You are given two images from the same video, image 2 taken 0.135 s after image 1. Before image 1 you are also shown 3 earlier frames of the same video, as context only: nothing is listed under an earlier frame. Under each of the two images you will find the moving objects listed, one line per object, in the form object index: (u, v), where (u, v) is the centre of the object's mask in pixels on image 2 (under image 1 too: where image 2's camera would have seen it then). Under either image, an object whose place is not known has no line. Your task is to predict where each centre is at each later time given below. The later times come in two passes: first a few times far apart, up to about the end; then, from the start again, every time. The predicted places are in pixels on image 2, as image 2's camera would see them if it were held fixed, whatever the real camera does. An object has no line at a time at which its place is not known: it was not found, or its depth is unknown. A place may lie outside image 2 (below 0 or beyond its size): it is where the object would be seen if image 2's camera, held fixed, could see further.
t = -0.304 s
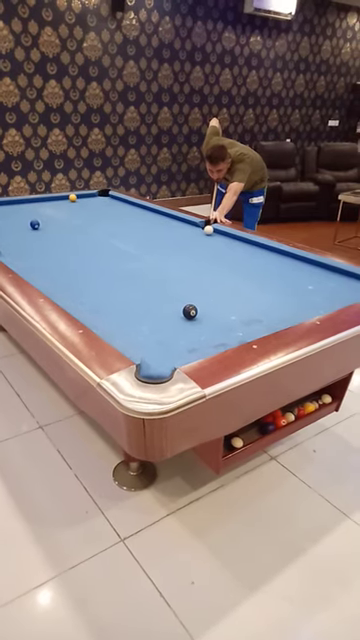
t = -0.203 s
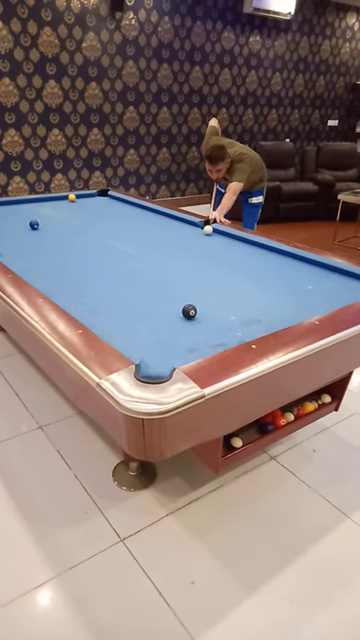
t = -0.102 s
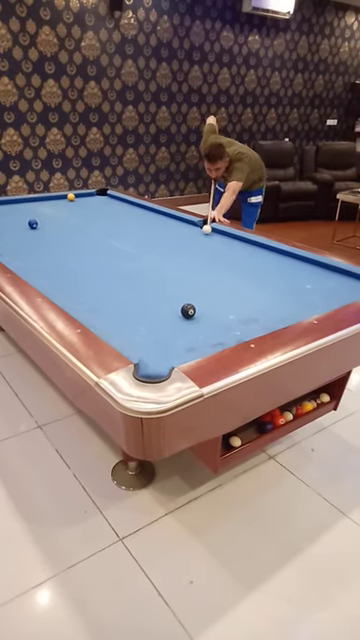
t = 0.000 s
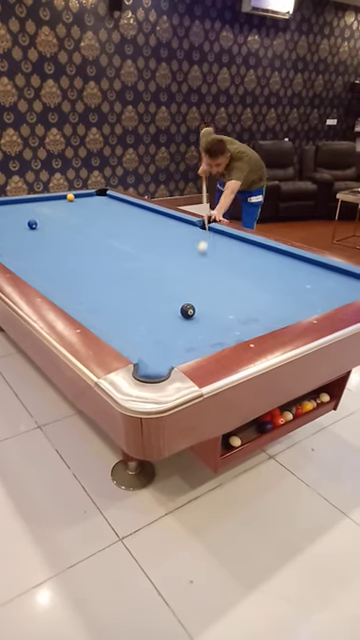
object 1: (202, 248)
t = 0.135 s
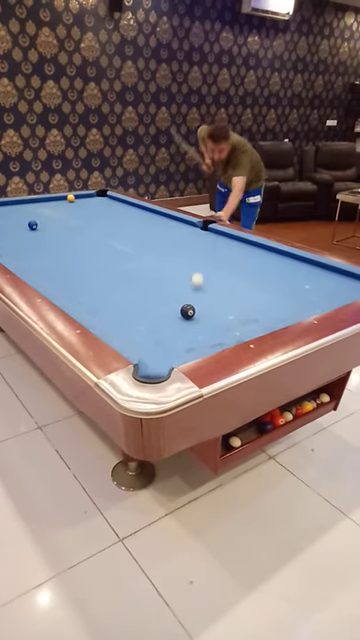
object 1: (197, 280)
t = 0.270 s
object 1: (204, 309)
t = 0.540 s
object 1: (225, 323)
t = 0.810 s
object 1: (185, 300)
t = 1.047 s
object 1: (156, 284)
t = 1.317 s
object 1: (130, 269)
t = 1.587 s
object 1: (109, 257)
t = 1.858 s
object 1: (91, 246)
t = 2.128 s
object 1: (75, 237)
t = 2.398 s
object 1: (62, 229)
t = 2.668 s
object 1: (51, 222)
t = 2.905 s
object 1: (42, 217)
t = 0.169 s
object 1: (195, 289)
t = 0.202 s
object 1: (194, 299)
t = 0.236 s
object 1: (197, 306)
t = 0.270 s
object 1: (204, 309)
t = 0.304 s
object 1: (211, 312)
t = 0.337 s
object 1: (217, 315)
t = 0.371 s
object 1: (223, 318)
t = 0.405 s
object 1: (229, 323)
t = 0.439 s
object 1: (235, 327)
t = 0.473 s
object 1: (238, 329)
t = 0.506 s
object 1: (231, 327)
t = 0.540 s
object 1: (225, 323)
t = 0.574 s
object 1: (220, 320)
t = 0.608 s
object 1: (214, 317)
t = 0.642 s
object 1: (208, 314)
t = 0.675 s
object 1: (203, 311)
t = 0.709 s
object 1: (199, 308)
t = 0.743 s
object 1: (194, 306)
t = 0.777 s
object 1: (189, 303)
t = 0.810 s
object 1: (185, 300)
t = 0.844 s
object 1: (180, 298)
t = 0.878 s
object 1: (176, 296)
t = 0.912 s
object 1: (172, 293)
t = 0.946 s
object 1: (168, 291)
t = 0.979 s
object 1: (164, 288)
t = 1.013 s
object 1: (160, 286)
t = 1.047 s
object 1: (156, 284)
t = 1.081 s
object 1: (153, 282)
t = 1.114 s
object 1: (149, 280)
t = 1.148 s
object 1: (146, 278)
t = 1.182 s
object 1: (142, 276)
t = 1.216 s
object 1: (139, 274)
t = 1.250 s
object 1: (136, 273)
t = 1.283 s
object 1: (132, 271)
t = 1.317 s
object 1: (130, 269)
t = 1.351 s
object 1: (127, 267)
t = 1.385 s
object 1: (124, 265)
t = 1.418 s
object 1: (121, 264)
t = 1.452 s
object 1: (119, 262)
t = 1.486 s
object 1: (116, 261)
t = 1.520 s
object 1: (113, 259)
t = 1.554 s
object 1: (111, 258)
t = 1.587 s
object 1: (109, 257)
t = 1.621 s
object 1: (105, 254)
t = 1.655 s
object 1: (104, 253)
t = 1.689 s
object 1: (102, 252)
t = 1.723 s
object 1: (99, 251)
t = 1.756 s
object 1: (97, 249)
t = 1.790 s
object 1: (95, 248)
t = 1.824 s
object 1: (93, 247)
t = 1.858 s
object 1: (91, 246)
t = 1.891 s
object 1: (88, 244)
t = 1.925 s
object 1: (86, 243)
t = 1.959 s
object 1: (84, 242)
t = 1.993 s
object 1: (83, 241)
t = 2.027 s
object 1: (81, 240)
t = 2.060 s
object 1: (79, 239)
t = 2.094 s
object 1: (77, 238)
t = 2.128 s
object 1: (75, 237)
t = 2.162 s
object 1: (73, 235)
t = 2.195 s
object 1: (72, 235)
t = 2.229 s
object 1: (70, 234)
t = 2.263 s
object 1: (68, 232)
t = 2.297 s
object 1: (67, 231)
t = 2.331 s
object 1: (65, 231)
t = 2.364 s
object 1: (64, 230)
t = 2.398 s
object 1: (62, 229)
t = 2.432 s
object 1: (61, 228)
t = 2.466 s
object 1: (59, 227)
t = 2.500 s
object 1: (58, 226)
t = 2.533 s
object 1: (56, 225)
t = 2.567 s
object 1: (55, 225)
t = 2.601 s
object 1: (54, 224)
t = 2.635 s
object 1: (52, 223)
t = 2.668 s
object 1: (51, 222)
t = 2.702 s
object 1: (50, 222)
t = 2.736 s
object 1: (48, 221)
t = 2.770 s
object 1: (47, 220)
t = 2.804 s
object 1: (46, 219)
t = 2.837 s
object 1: (45, 218)
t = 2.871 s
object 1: (44, 217)
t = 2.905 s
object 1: (42, 217)
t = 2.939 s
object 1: (41, 216)
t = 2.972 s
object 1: (40, 215)
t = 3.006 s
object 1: (39, 215)
